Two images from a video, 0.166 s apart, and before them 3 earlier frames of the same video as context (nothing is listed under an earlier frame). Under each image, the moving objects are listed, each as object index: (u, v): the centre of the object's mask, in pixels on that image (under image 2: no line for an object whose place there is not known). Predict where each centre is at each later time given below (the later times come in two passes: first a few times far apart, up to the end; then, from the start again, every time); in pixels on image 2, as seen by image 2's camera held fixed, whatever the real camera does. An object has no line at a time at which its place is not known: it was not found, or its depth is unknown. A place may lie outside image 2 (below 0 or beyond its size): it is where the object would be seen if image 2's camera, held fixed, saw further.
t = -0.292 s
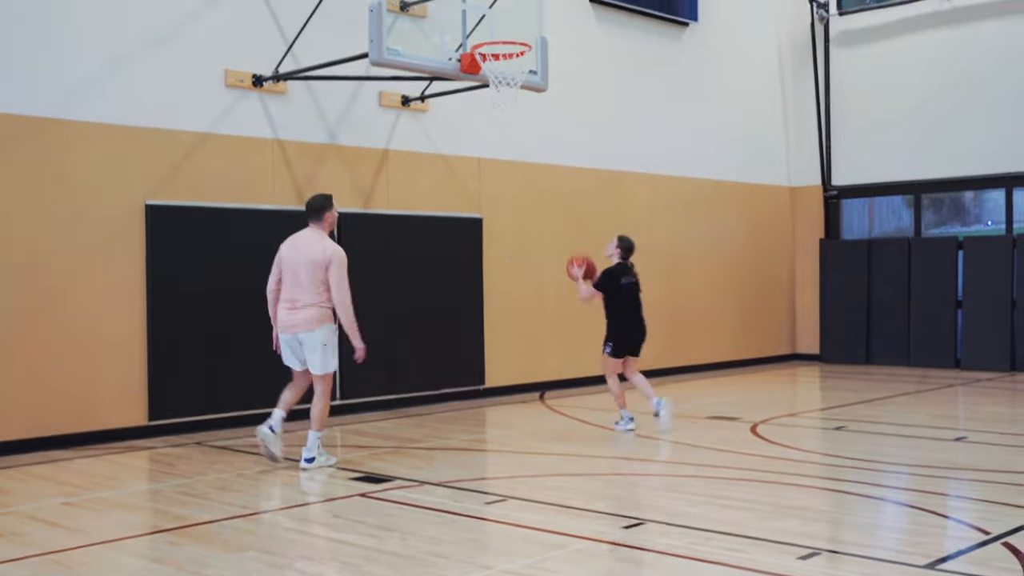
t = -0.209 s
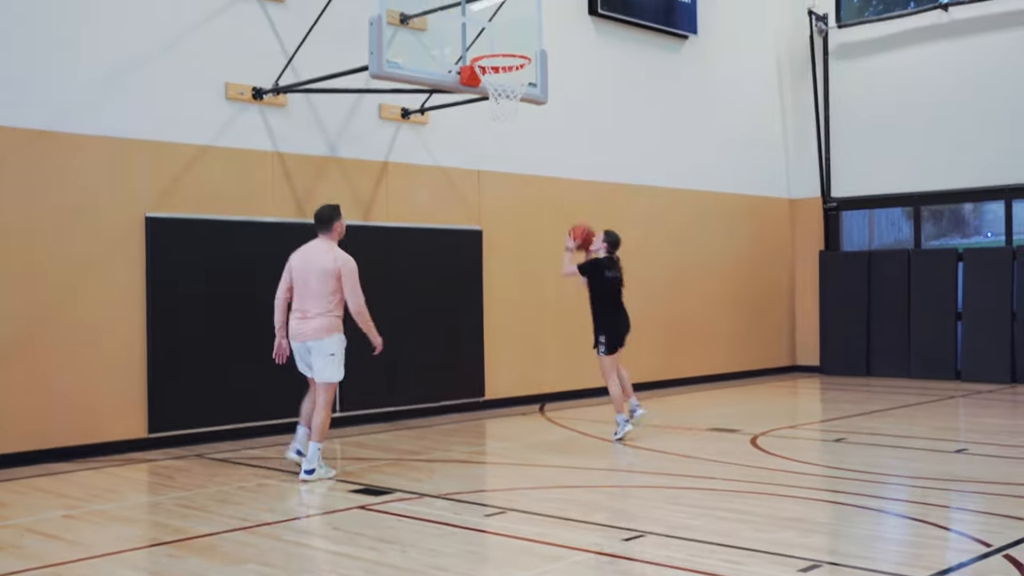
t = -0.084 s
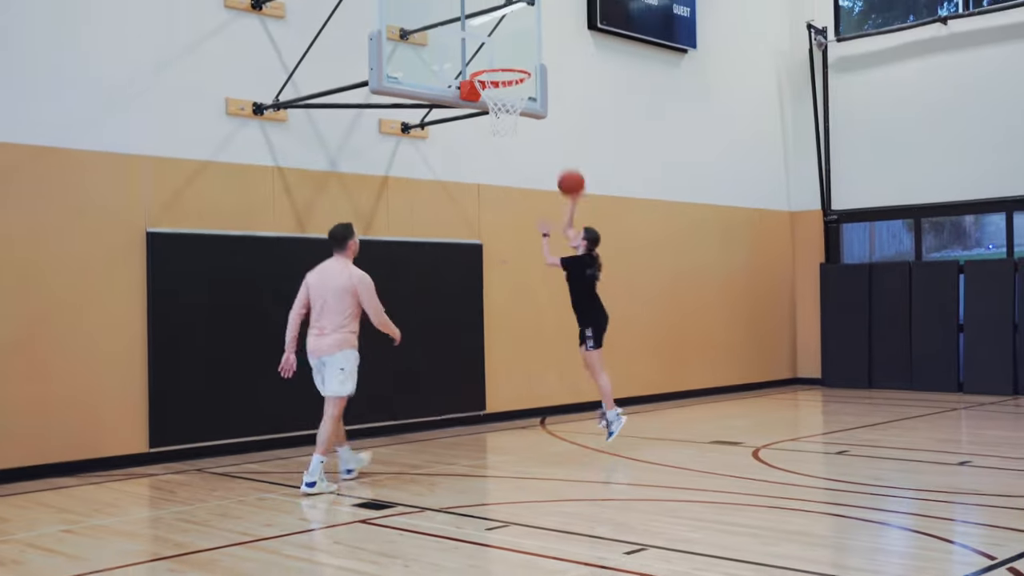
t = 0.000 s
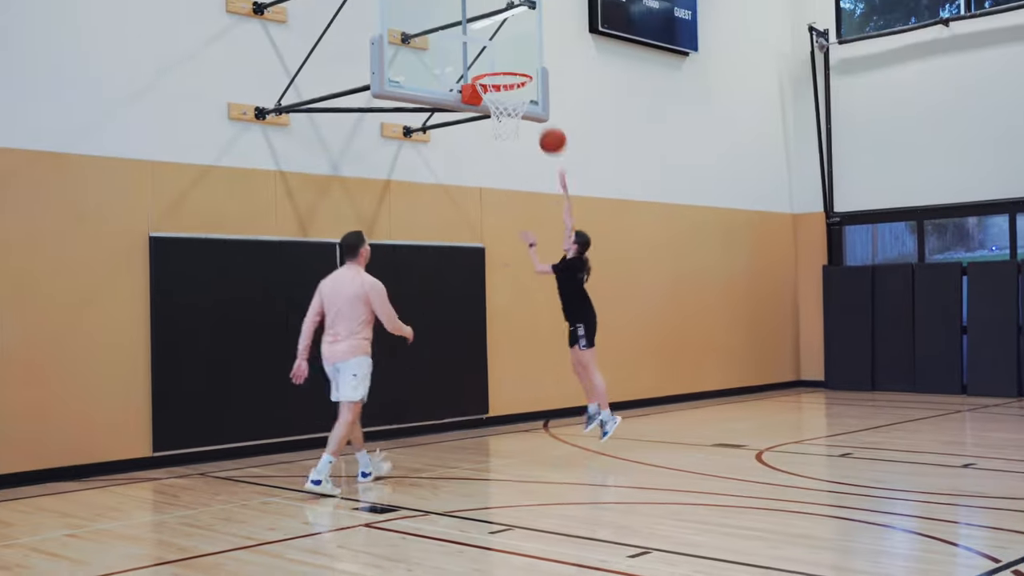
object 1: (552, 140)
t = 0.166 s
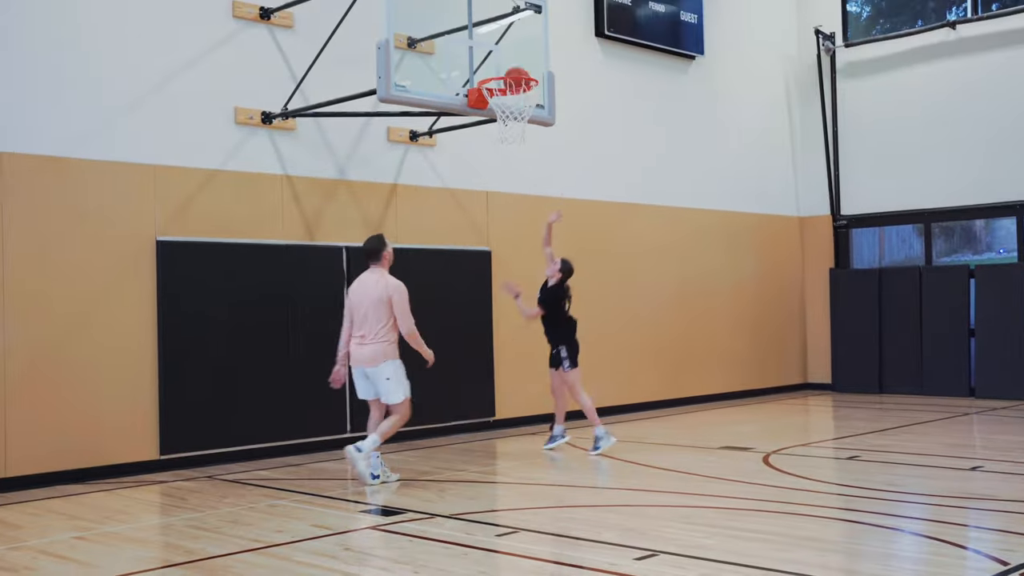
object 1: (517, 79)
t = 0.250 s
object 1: (520, 70)
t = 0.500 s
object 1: (523, 71)
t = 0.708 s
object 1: (512, 107)
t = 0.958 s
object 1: (498, 152)
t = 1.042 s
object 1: (496, 182)
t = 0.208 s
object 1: (519, 74)
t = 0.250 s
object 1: (520, 70)
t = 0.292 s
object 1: (523, 66)
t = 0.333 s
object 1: (525, 66)
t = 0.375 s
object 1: (528, 67)
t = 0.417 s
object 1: (528, 67)
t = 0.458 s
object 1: (526, 68)
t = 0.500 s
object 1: (523, 71)
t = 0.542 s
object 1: (522, 76)
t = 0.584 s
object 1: (519, 80)
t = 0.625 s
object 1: (517, 88)
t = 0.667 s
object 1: (514, 97)
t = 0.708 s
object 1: (512, 107)
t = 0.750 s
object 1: (510, 113)
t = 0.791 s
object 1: (507, 118)
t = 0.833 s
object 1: (505, 130)
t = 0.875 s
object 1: (503, 135)
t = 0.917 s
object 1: (501, 141)
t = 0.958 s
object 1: (498, 152)
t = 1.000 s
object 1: (497, 166)
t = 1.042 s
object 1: (496, 182)
